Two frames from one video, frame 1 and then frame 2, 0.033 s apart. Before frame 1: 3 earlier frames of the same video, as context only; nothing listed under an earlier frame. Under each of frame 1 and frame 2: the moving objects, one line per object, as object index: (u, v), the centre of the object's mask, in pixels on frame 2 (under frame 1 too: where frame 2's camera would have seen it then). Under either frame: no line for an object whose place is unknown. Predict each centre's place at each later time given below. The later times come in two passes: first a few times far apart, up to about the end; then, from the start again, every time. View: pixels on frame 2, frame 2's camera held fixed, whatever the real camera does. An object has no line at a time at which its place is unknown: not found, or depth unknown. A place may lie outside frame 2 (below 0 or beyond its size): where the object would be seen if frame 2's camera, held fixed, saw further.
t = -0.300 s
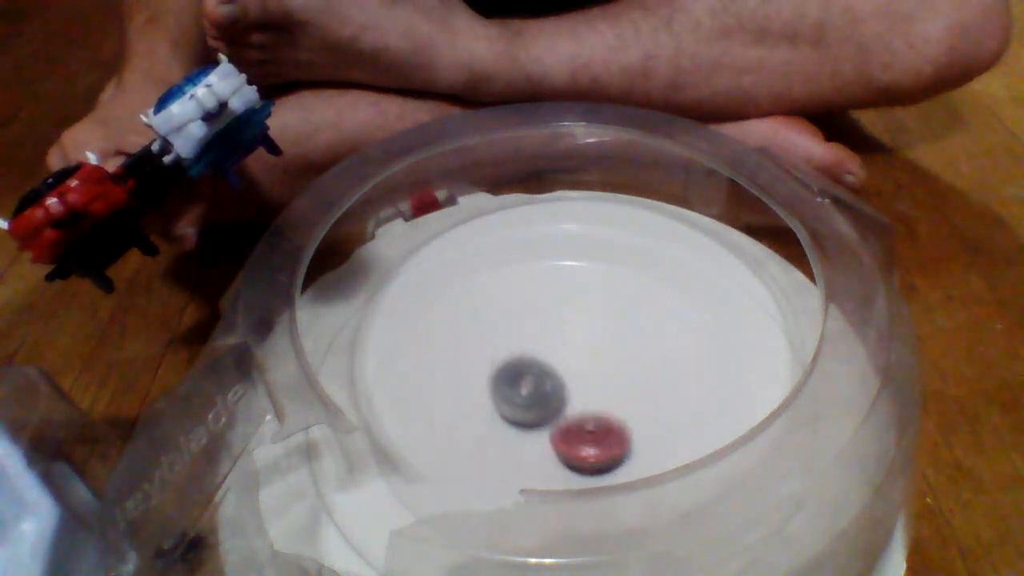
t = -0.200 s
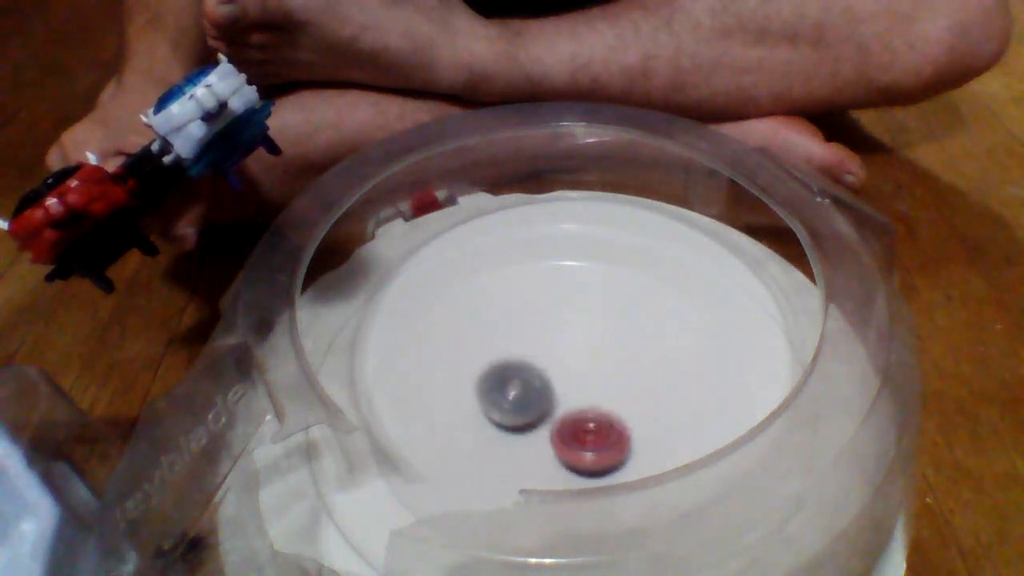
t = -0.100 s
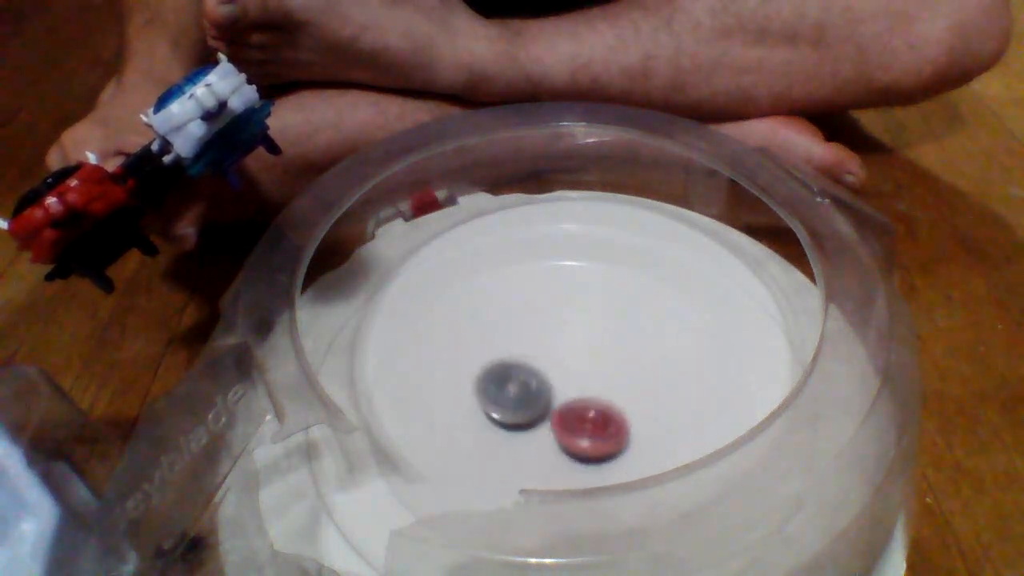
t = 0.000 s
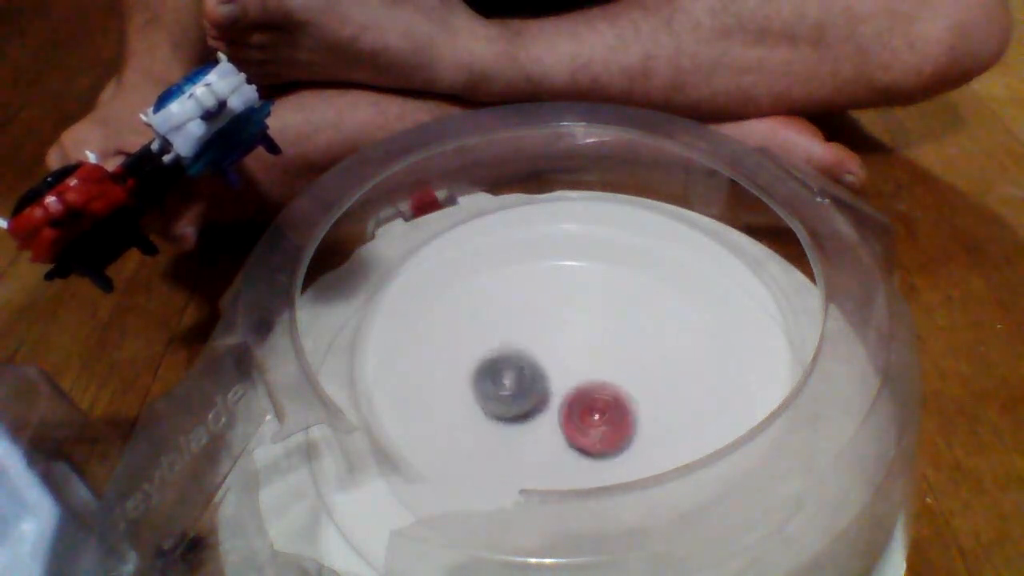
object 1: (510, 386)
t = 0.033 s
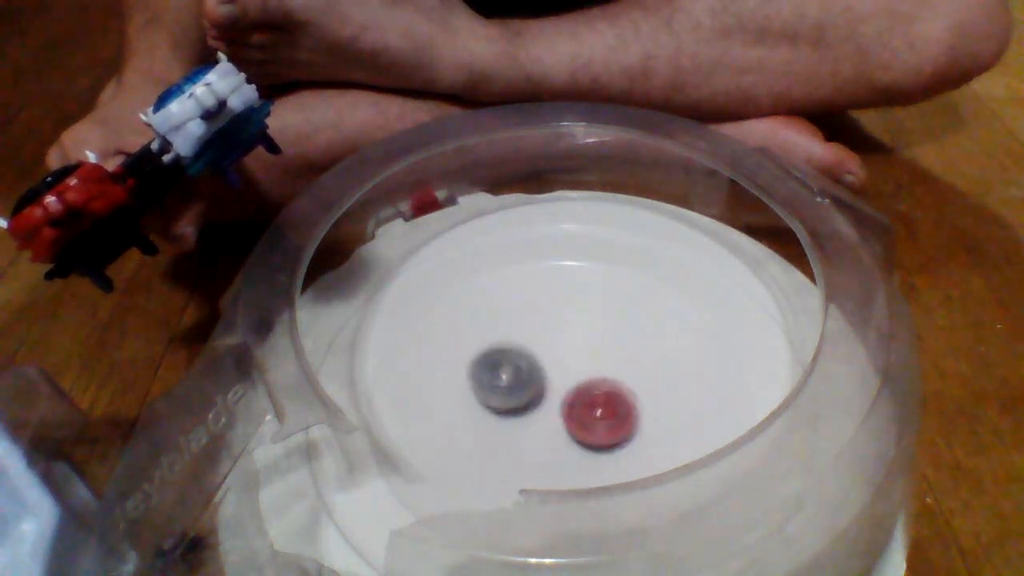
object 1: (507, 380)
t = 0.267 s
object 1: (535, 364)
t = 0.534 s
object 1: (542, 375)
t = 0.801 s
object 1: (539, 392)
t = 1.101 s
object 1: (518, 387)
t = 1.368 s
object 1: (535, 400)
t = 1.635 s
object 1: (536, 414)
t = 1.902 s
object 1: (534, 413)
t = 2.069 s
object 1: (534, 413)
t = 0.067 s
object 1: (508, 376)
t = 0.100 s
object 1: (510, 370)
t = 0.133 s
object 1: (512, 368)
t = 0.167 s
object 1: (519, 365)
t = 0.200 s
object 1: (524, 365)
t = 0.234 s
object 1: (532, 364)
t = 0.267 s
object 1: (535, 364)
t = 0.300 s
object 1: (538, 364)
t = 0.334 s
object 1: (541, 364)
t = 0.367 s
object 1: (542, 365)
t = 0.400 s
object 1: (543, 366)
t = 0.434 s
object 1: (543, 366)
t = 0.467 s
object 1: (543, 370)
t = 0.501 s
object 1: (545, 372)
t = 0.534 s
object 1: (542, 375)
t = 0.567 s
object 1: (541, 377)
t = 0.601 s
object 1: (542, 379)
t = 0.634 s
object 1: (543, 382)
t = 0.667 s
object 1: (544, 384)
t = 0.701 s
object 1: (539, 386)
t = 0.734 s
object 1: (536, 391)
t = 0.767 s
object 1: (538, 391)
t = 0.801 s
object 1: (539, 392)
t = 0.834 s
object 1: (535, 392)
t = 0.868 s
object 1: (532, 391)
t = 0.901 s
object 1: (529, 390)
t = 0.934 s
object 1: (529, 390)
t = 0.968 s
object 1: (531, 391)
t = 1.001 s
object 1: (532, 387)
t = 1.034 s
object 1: (524, 386)
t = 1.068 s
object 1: (520, 385)
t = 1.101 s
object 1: (518, 387)
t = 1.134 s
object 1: (521, 387)
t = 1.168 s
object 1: (525, 388)
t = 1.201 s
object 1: (528, 390)
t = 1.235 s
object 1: (532, 389)
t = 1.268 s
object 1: (533, 391)
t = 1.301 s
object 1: (533, 394)
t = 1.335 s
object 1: (534, 396)
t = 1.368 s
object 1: (535, 400)
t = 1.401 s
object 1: (535, 405)
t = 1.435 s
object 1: (536, 408)
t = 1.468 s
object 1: (539, 411)
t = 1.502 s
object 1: (536, 411)
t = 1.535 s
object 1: (535, 413)
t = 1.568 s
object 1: (536, 414)
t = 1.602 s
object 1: (536, 414)
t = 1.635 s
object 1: (536, 414)
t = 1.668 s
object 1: (536, 414)
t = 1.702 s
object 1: (536, 414)
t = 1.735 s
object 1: (536, 414)
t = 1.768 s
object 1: (536, 414)
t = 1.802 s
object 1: (534, 413)
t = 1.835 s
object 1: (534, 413)
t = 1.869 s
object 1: (534, 413)
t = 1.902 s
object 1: (534, 413)
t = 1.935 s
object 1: (534, 413)
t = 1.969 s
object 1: (534, 413)
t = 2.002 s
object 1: (534, 413)
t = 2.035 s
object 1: (534, 413)
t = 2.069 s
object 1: (534, 413)
